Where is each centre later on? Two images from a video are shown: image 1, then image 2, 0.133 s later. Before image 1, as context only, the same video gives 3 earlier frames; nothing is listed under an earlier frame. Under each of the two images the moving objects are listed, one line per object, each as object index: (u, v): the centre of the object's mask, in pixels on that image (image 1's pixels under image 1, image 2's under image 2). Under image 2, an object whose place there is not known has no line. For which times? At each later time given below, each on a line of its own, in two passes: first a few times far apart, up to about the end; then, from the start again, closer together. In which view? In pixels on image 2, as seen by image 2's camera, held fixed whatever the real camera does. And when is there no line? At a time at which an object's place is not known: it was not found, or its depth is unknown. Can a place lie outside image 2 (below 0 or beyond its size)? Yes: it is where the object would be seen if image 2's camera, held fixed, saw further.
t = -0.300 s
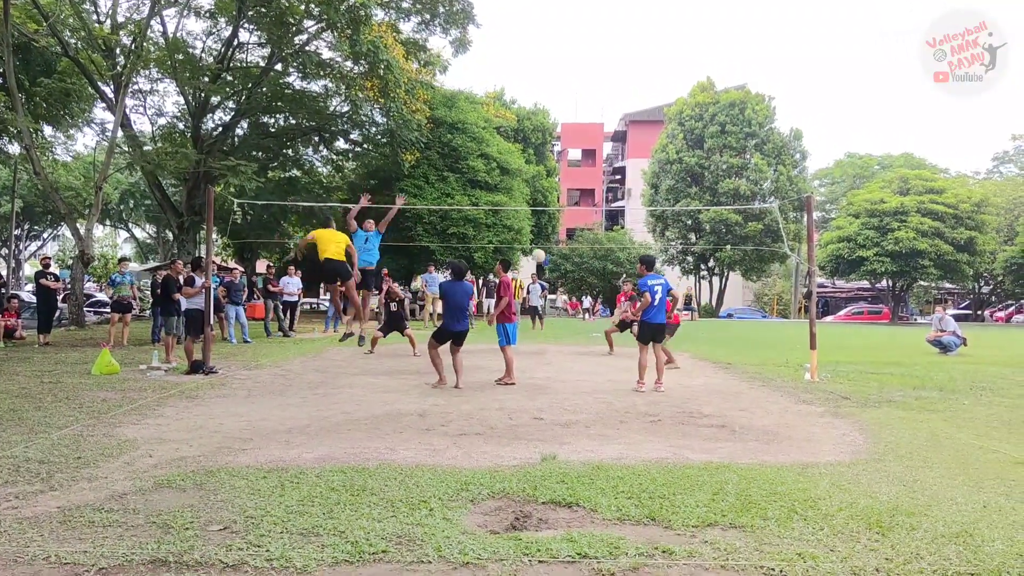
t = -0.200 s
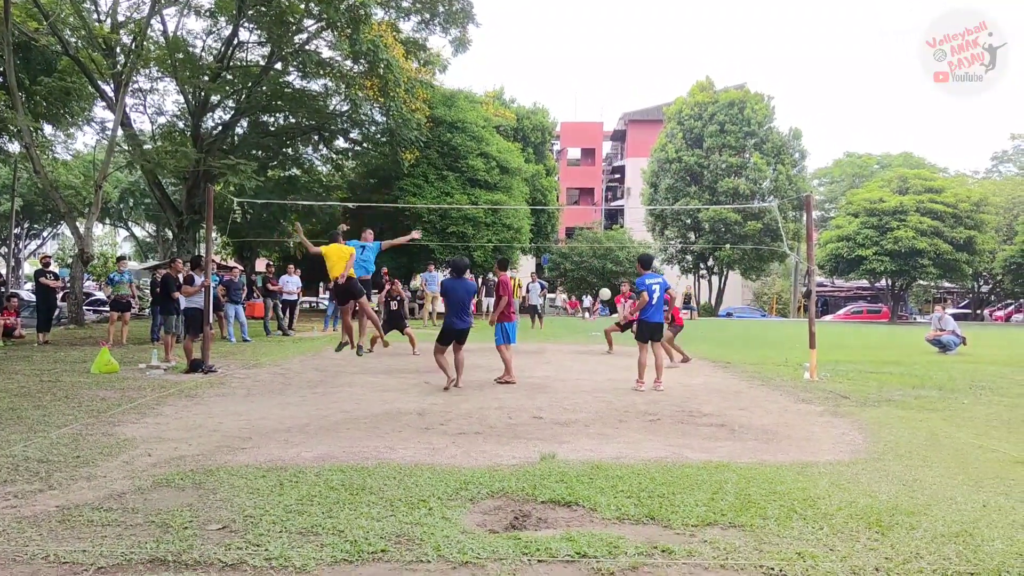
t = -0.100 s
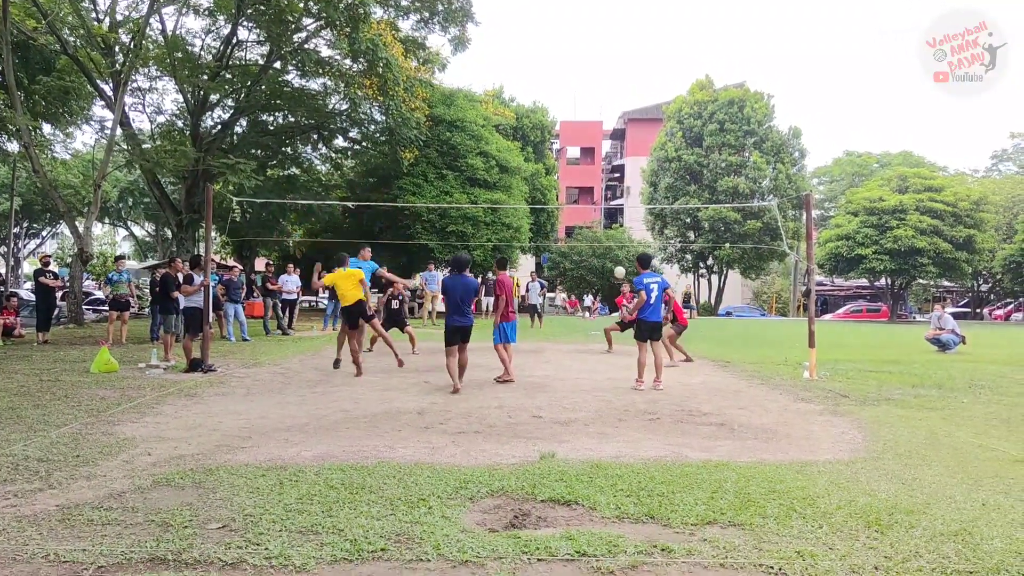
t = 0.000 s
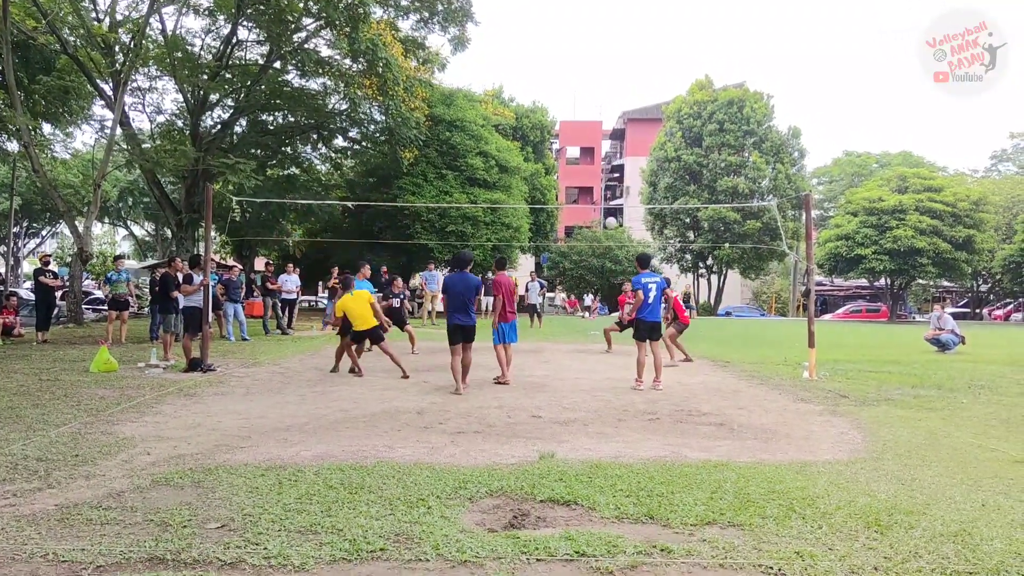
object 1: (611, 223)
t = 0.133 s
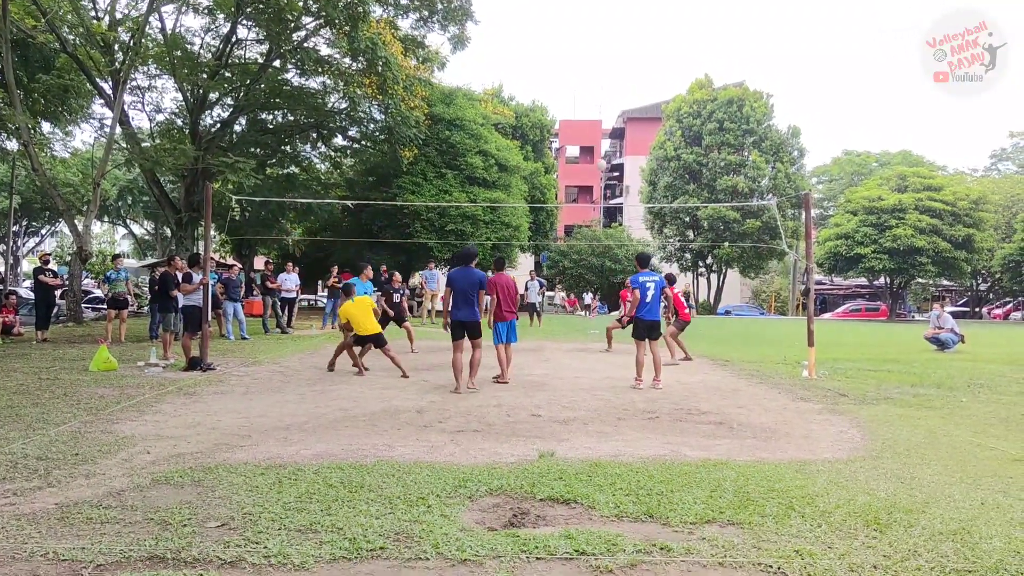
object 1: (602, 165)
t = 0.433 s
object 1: (578, 72)
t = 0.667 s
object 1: (562, 35)
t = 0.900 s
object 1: (546, 28)
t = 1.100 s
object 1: (532, 46)
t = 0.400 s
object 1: (580, 80)
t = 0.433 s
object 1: (578, 72)
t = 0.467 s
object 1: (576, 65)
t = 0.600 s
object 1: (566, 43)
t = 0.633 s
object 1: (564, 39)
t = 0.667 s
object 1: (562, 35)
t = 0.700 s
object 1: (559, 32)
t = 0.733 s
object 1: (557, 30)
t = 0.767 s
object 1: (555, 29)
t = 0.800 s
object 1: (552, 28)
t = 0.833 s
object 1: (550, 27)
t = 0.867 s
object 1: (548, 28)
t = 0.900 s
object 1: (546, 28)
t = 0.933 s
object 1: (543, 30)
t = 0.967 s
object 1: (541, 32)
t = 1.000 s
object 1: (539, 35)
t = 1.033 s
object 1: (537, 37)
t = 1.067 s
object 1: (534, 41)
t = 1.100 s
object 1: (532, 46)
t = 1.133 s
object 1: (530, 51)
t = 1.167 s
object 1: (528, 57)
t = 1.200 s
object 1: (525, 63)
